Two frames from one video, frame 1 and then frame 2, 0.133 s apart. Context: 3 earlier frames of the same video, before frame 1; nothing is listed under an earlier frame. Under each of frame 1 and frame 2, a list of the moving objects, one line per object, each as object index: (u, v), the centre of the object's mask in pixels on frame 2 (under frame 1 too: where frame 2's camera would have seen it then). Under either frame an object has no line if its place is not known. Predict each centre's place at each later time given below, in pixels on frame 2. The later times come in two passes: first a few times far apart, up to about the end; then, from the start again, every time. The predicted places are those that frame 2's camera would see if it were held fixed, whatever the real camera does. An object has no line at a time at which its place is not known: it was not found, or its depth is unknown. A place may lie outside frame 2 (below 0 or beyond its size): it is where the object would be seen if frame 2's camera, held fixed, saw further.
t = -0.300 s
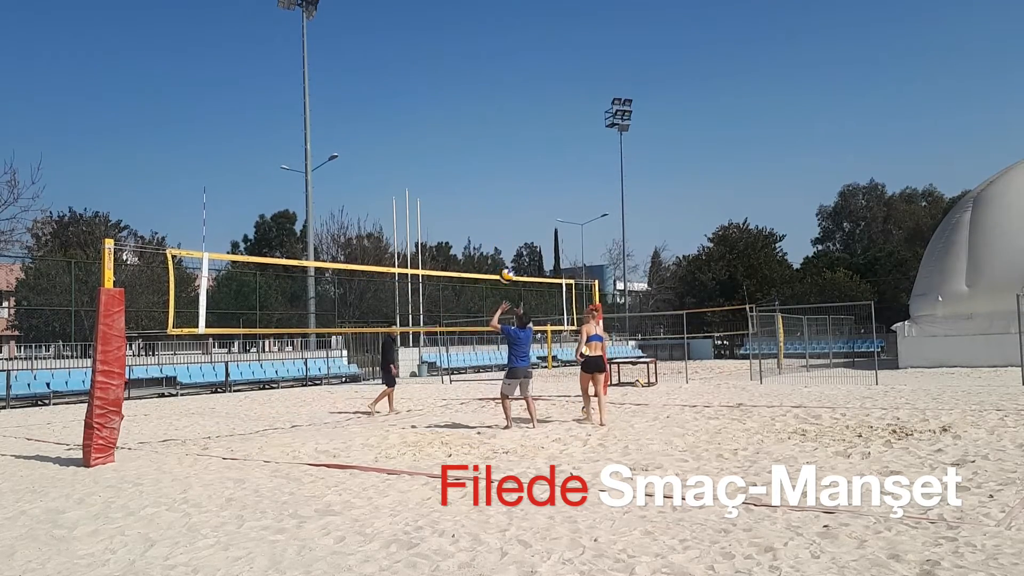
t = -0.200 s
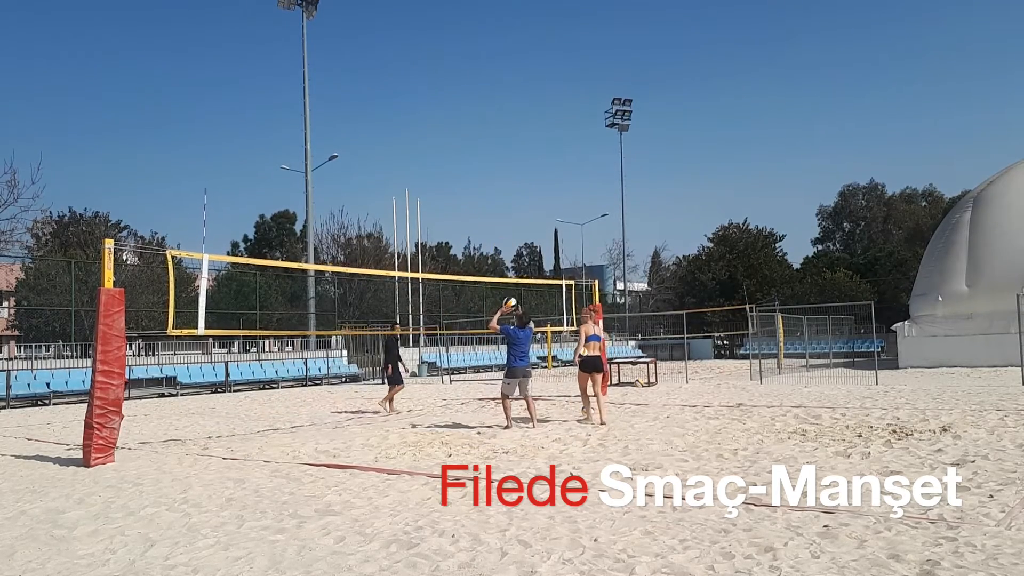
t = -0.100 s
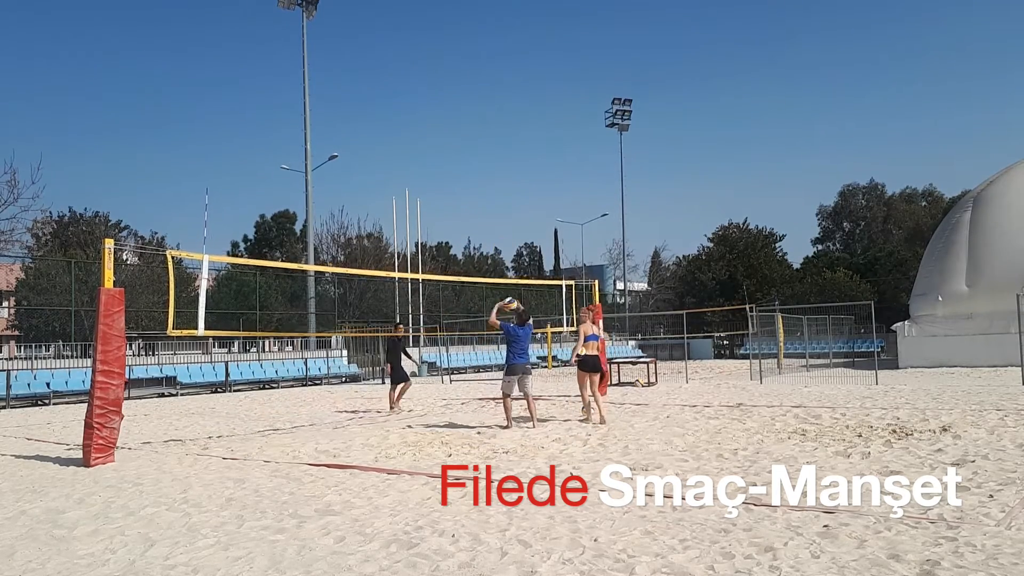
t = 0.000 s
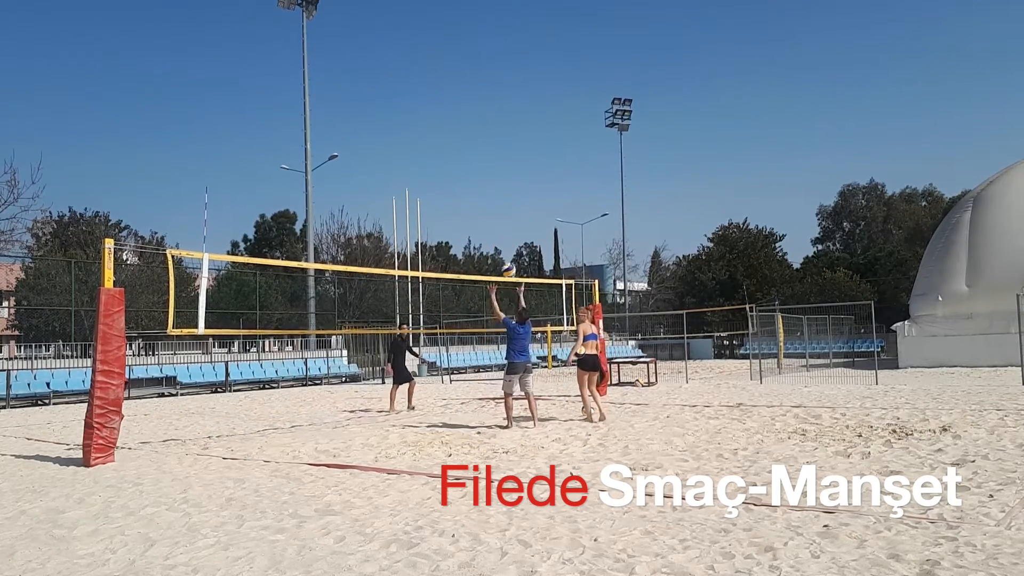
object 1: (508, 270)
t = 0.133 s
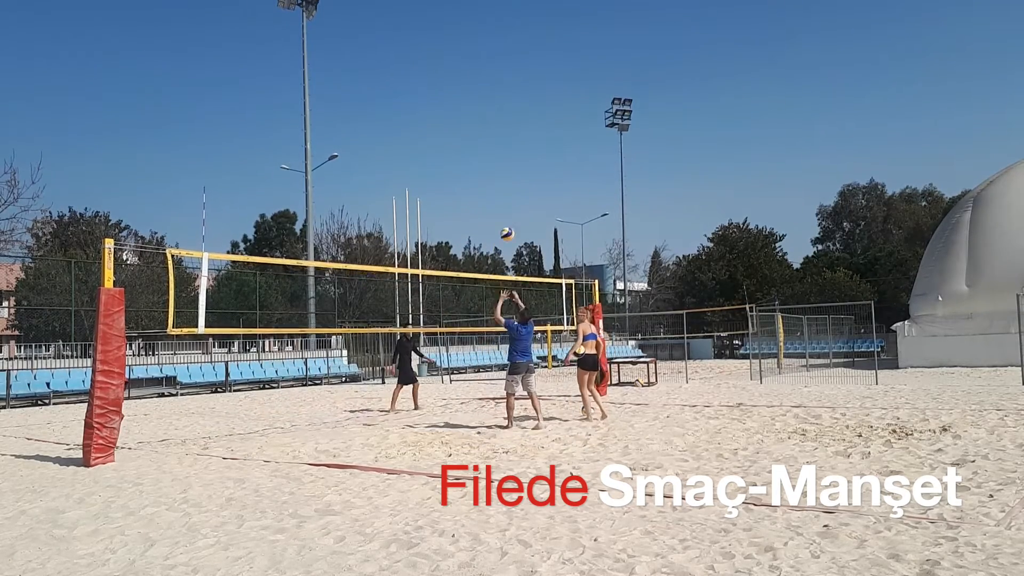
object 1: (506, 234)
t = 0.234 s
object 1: (505, 214)
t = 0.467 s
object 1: (504, 196)
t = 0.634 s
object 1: (504, 204)
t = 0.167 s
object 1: (506, 227)
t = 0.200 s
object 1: (506, 220)
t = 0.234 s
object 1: (505, 214)
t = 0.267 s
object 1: (505, 210)
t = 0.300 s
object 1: (505, 205)
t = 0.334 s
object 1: (505, 202)
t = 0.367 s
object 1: (504, 200)
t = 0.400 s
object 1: (504, 198)
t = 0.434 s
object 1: (504, 197)
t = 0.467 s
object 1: (504, 196)
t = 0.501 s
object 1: (504, 197)
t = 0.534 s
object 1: (504, 197)
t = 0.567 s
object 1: (504, 199)
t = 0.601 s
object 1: (504, 201)
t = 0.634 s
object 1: (504, 204)
